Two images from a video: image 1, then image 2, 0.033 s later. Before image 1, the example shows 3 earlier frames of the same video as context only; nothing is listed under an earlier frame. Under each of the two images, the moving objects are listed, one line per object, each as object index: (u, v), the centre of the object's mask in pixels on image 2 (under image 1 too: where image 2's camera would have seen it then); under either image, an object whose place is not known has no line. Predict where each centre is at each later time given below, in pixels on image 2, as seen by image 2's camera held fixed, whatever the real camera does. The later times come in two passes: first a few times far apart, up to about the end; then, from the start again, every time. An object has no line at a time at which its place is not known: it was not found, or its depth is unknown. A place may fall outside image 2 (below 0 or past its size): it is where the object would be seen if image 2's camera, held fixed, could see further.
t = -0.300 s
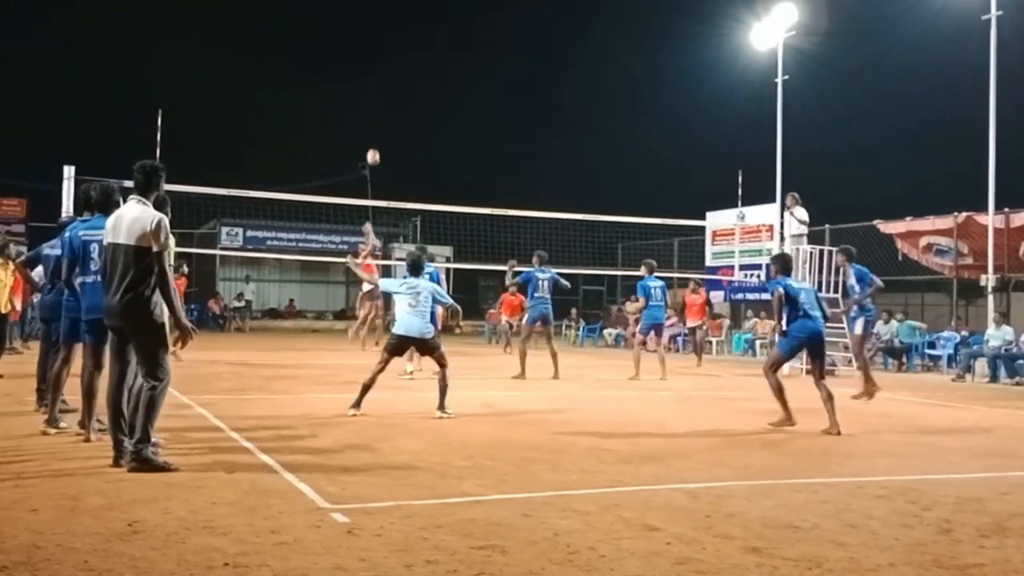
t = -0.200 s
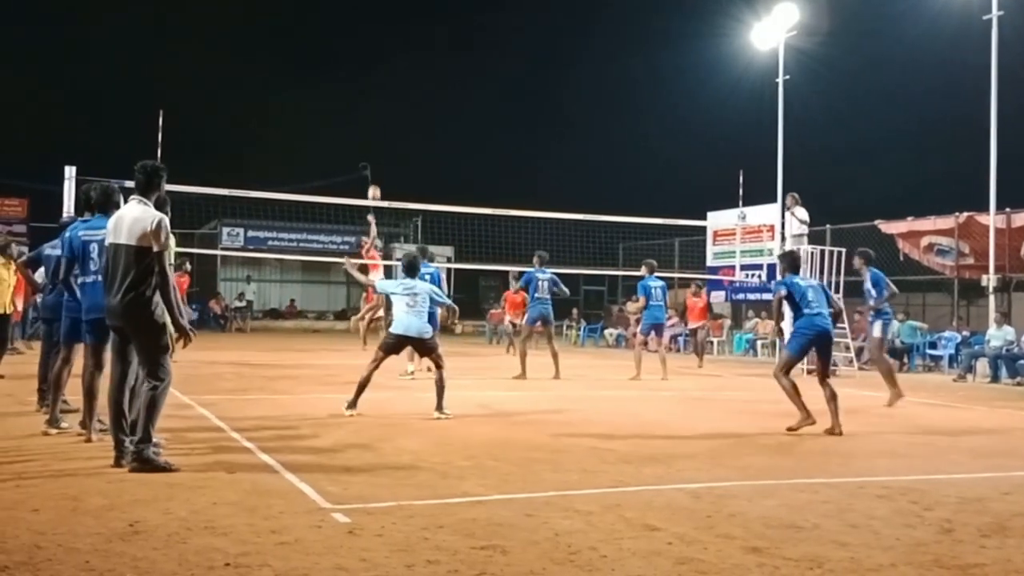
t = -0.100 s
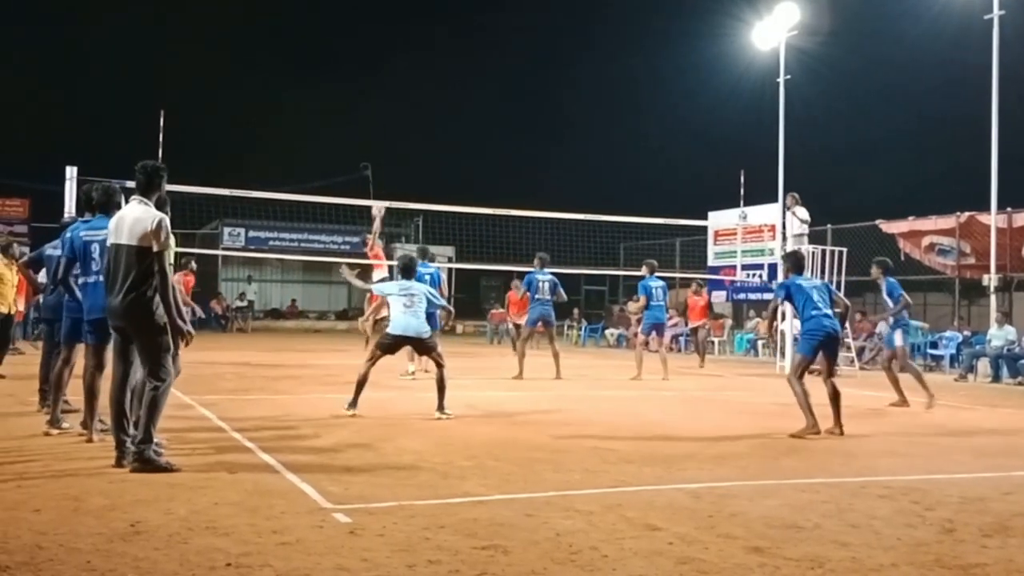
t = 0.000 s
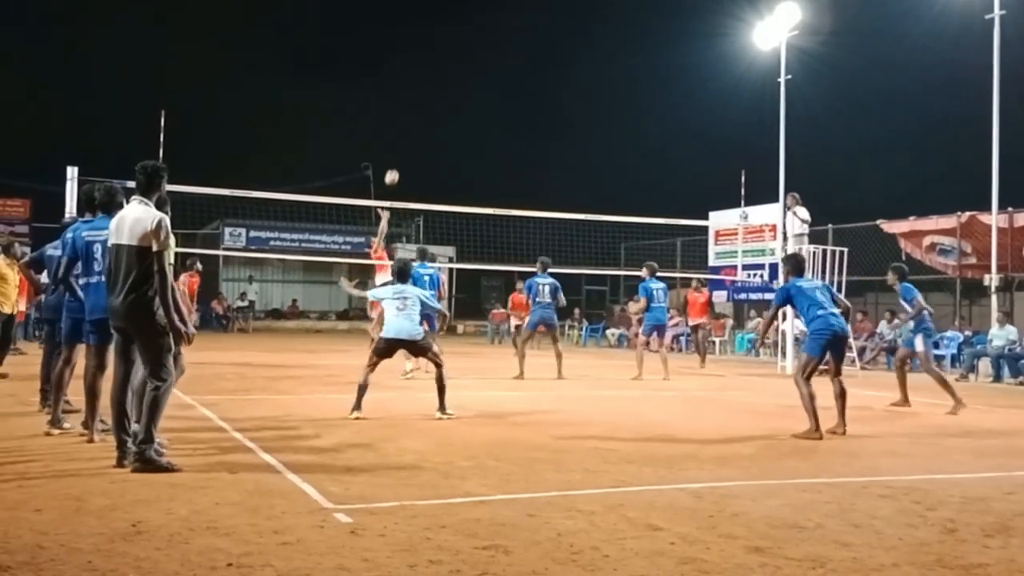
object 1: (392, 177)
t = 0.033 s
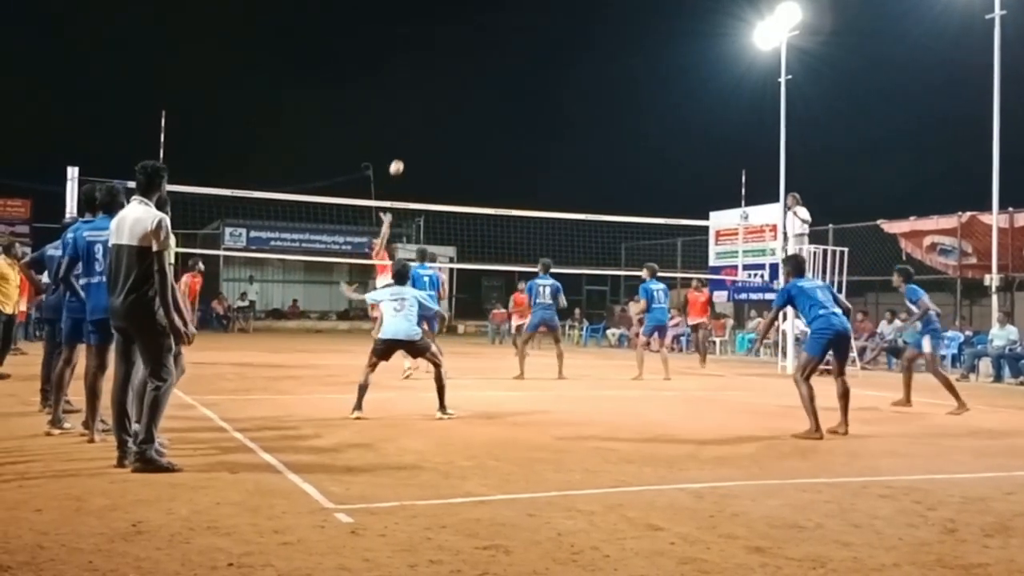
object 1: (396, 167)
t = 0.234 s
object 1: (422, 121)
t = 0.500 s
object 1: (455, 96)
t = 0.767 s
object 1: (488, 112)
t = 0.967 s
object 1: (513, 151)
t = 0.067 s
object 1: (400, 158)
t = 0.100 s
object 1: (405, 150)
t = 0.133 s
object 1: (409, 142)
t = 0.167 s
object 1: (413, 134)
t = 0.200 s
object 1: (417, 128)
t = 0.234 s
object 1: (422, 121)
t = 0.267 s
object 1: (426, 116)
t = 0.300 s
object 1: (430, 111)
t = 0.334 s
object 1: (434, 107)
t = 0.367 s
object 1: (438, 104)
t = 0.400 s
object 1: (443, 101)
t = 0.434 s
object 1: (447, 98)
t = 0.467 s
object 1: (451, 97)
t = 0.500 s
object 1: (455, 96)
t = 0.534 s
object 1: (459, 96)
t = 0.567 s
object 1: (463, 96)
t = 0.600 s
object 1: (468, 97)
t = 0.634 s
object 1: (472, 99)
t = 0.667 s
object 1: (476, 101)
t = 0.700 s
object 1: (480, 104)
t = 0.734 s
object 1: (484, 107)
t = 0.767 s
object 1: (488, 112)
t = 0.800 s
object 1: (493, 117)
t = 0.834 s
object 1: (497, 122)
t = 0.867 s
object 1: (501, 129)
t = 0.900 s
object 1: (505, 136)
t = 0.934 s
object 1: (509, 143)
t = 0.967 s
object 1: (513, 151)
